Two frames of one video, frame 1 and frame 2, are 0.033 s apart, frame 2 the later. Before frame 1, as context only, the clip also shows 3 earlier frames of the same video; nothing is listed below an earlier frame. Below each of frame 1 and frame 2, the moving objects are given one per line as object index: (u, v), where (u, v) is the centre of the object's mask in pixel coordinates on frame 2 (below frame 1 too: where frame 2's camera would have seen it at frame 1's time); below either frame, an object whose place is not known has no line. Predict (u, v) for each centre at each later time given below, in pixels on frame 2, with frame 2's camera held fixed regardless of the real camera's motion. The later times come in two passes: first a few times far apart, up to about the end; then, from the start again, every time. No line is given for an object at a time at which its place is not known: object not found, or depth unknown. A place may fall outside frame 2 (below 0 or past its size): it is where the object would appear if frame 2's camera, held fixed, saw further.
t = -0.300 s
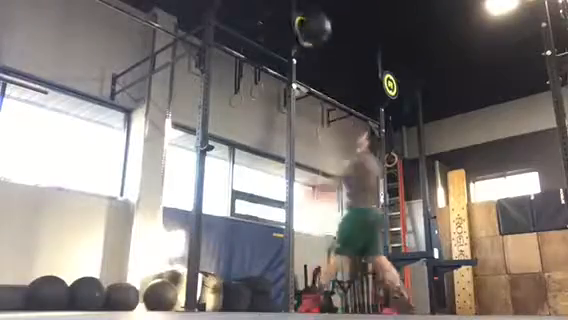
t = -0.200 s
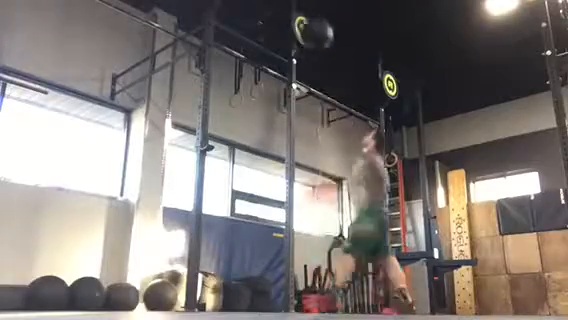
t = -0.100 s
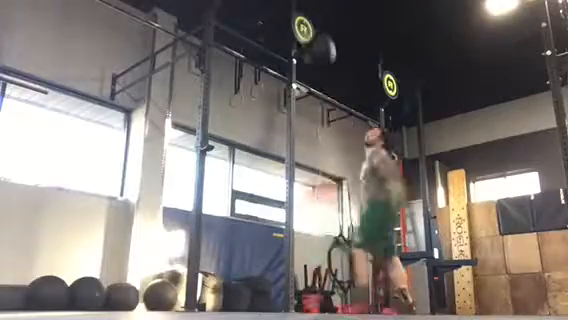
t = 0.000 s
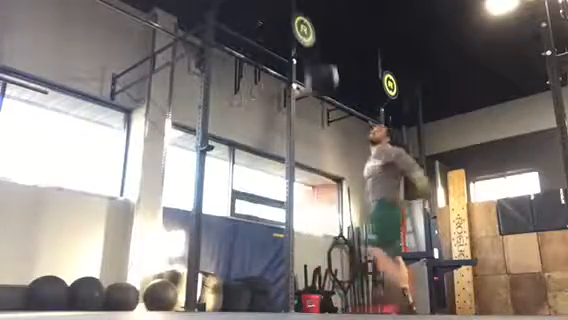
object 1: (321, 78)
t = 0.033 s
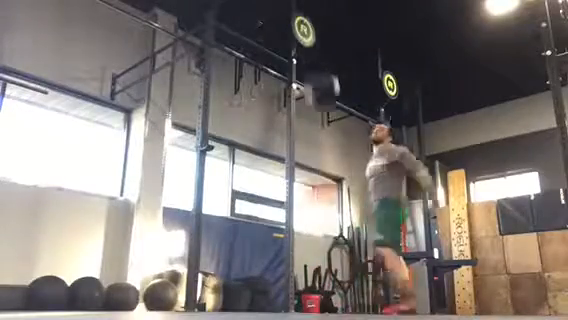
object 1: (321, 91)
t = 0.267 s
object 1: (328, 199)
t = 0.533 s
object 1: (331, 258)
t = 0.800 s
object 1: (321, 231)
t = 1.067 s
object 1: (312, 278)
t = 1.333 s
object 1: (319, 277)
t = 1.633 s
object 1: (331, 291)
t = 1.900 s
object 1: (344, 293)
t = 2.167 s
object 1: (355, 293)
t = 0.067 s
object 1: (323, 101)
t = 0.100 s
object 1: (322, 115)
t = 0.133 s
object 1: (324, 129)
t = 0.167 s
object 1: (324, 144)
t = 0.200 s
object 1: (325, 162)
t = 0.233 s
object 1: (326, 181)
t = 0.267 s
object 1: (328, 199)
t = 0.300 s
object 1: (329, 224)
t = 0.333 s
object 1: (333, 249)
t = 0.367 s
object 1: (335, 272)
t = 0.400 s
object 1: (334, 292)
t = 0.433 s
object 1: (333, 293)
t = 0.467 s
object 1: (332, 280)
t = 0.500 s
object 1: (333, 267)
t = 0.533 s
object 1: (331, 258)
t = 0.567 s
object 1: (329, 252)
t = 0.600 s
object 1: (327, 245)
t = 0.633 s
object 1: (325, 239)
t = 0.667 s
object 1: (324, 236)
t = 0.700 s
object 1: (323, 232)
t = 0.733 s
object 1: (322, 231)
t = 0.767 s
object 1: (322, 230)
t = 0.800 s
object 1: (321, 231)
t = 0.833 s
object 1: (319, 233)
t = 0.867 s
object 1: (317, 236)
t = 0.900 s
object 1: (317, 240)
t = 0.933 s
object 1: (316, 245)
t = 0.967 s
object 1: (315, 252)
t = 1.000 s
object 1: (313, 260)
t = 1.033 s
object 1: (313, 268)
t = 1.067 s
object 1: (312, 278)
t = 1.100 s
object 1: (313, 288)
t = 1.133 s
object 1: (313, 294)
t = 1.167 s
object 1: (312, 292)
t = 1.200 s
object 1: (312, 285)
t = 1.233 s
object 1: (314, 282)
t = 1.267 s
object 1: (318, 278)
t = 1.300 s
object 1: (318, 277)
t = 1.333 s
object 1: (319, 277)
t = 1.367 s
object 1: (321, 278)
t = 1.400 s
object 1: (322, 279)
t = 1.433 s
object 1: (324, 284)
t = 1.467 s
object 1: (326, 286)
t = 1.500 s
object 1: (327, 293)
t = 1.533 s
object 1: (328, 294)
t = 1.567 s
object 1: (330, 292)
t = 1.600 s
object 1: (330, 291)
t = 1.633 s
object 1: (331, 291)
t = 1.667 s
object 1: (333, 290)
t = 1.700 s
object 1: (334, 291)
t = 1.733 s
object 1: (337, 294)
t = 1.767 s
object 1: (339, 294)
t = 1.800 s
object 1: (340, 294)
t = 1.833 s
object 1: (341, 293)
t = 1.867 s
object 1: (343, 293)
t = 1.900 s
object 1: (344, 293)
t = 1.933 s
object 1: (344, 293)
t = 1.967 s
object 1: (348, 293)
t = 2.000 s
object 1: (351, 293)
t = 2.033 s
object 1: (353, 293)
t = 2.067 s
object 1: (354, 294)
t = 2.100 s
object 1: (354, 293)
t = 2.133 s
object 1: (355, 294)
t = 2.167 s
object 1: (355, 293)
